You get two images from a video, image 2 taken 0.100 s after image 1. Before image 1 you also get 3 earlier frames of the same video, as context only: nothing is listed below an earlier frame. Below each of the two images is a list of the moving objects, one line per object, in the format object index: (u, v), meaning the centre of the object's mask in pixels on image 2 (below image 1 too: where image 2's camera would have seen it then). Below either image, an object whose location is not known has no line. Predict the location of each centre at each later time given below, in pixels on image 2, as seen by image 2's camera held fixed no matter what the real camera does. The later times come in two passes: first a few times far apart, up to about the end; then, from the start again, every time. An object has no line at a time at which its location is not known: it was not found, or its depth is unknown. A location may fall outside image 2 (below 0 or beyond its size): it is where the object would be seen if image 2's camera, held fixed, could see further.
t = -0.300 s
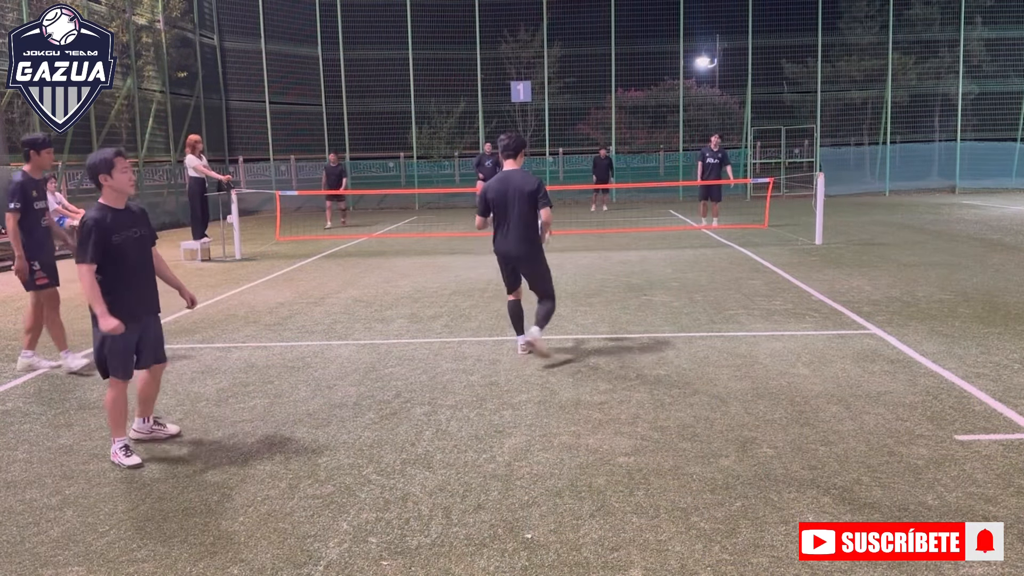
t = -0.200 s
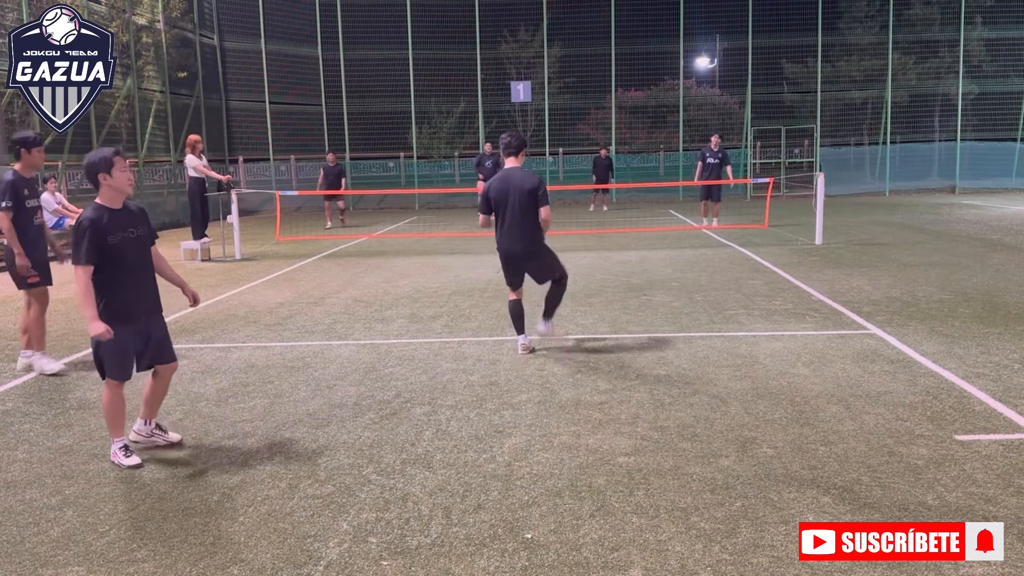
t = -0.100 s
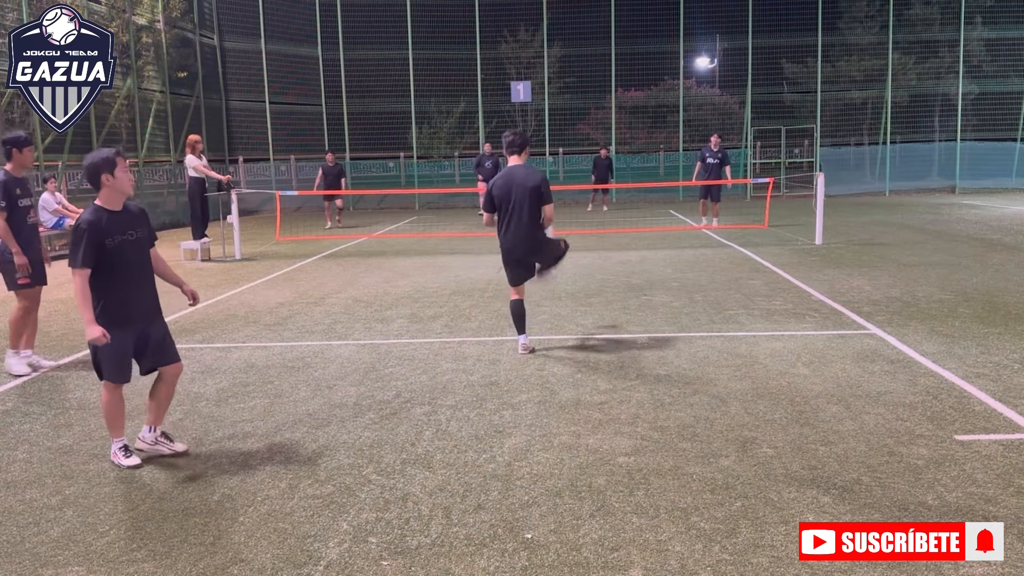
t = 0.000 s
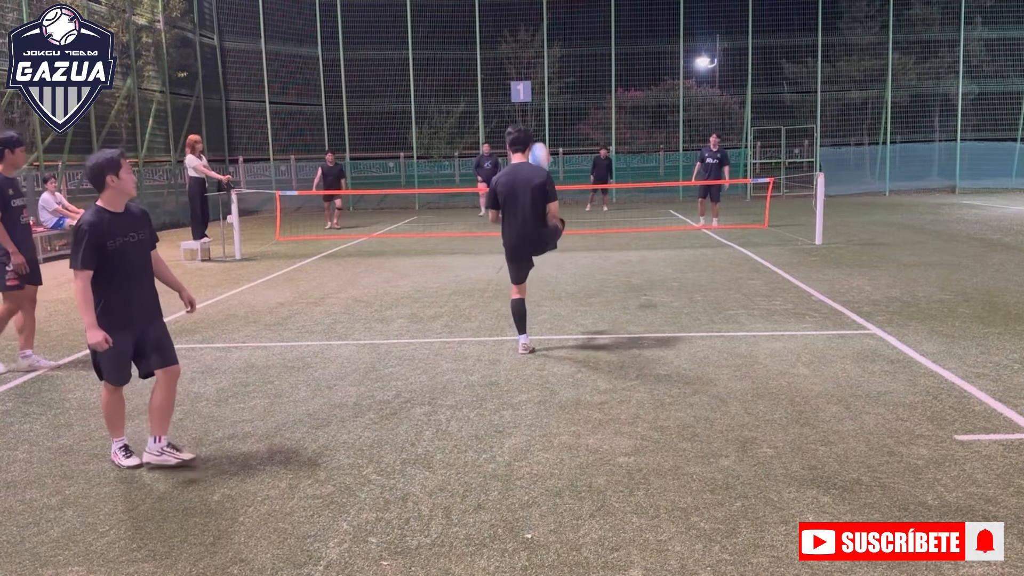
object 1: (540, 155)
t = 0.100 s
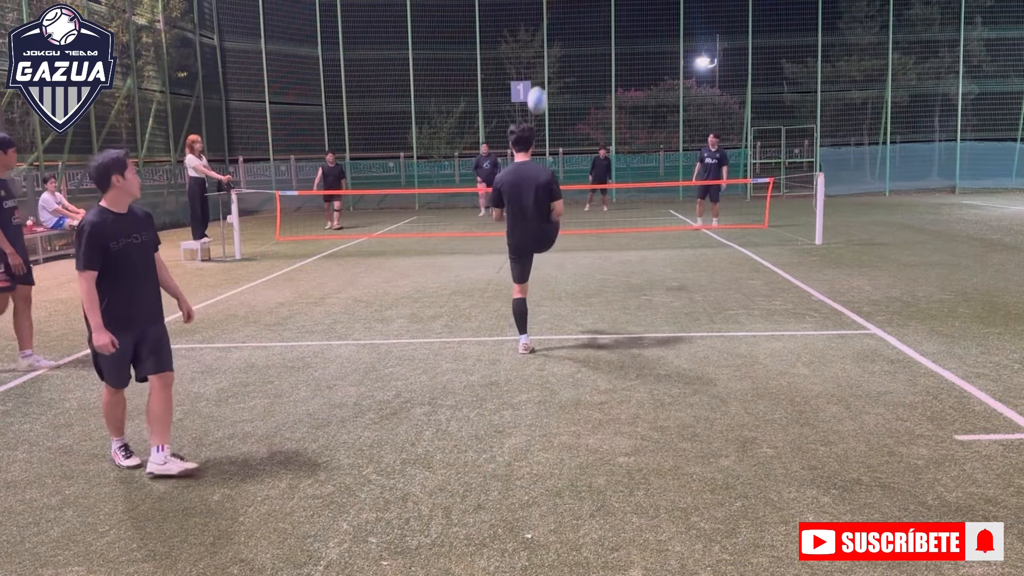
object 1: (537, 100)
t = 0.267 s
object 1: (534, 42)
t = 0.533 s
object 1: (529, 19)
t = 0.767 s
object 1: (527, 45)
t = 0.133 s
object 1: (536, 85)
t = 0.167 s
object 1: (536, 71)
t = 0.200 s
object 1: (535, 60)
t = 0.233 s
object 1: (534, 50)
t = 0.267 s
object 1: (534, 42)
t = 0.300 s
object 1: (533, 35)
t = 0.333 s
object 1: (532, 29)
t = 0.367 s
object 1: (532, 25)
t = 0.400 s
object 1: (531, 22)
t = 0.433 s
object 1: (531, 20)
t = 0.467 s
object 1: (530, 19)
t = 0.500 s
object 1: (529, 19)
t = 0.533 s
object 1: (529, 19)
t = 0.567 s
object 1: (529, 21)
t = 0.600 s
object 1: (528, 23)
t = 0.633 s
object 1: (528, 26)
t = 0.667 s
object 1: (528, 30)
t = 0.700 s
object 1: (527, 34)
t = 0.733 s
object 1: (527, 40)
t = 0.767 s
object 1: (527, 45)
